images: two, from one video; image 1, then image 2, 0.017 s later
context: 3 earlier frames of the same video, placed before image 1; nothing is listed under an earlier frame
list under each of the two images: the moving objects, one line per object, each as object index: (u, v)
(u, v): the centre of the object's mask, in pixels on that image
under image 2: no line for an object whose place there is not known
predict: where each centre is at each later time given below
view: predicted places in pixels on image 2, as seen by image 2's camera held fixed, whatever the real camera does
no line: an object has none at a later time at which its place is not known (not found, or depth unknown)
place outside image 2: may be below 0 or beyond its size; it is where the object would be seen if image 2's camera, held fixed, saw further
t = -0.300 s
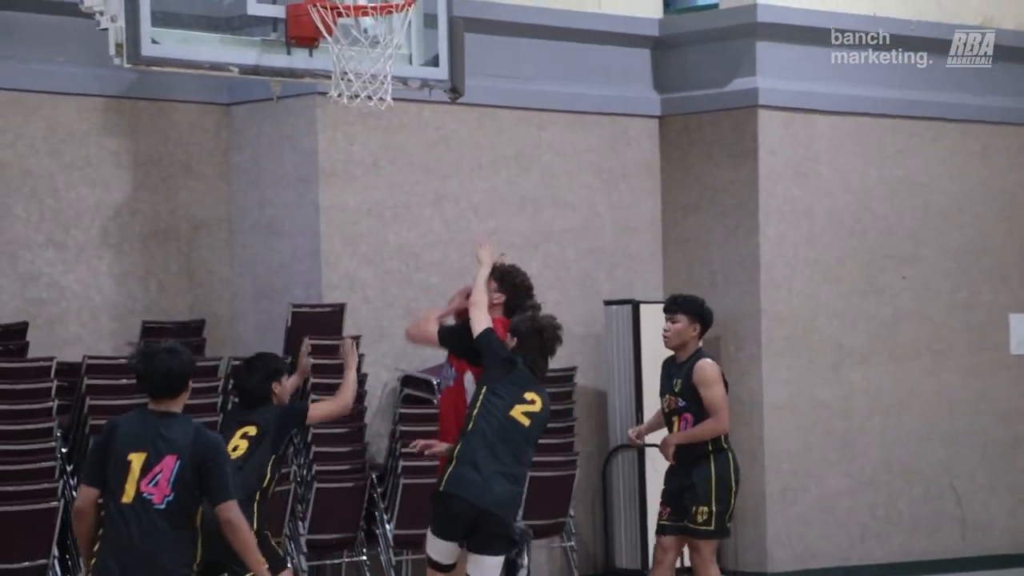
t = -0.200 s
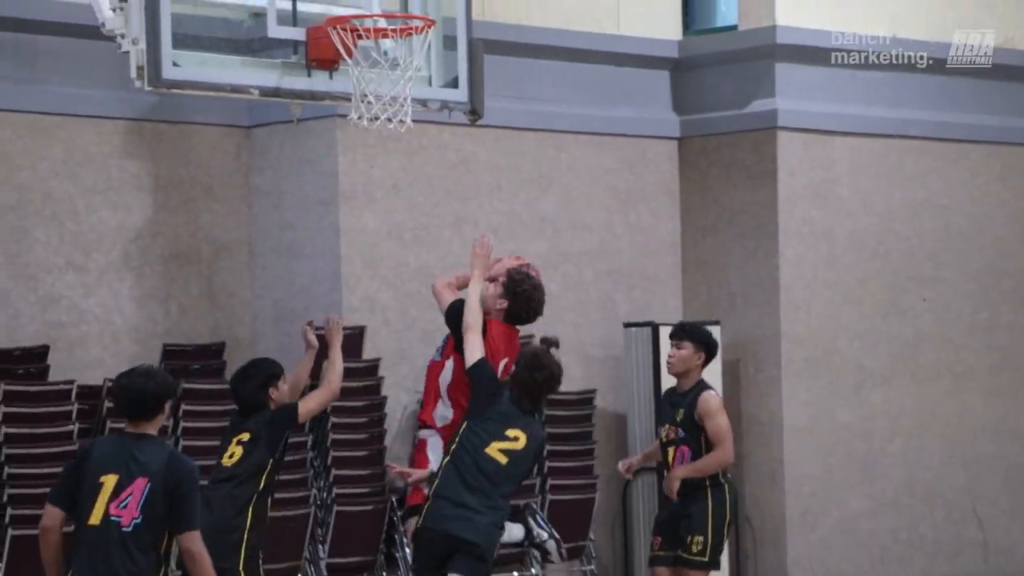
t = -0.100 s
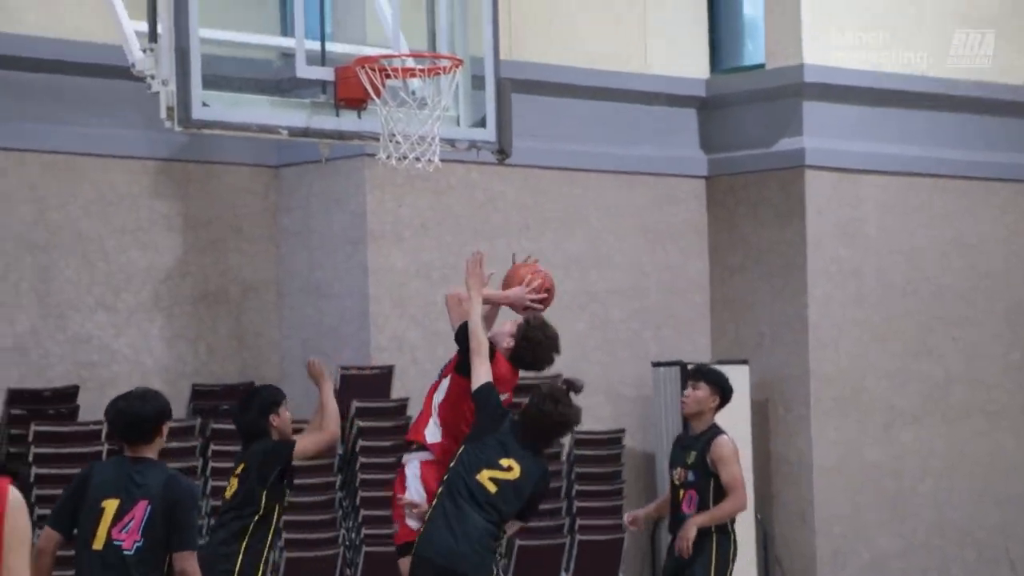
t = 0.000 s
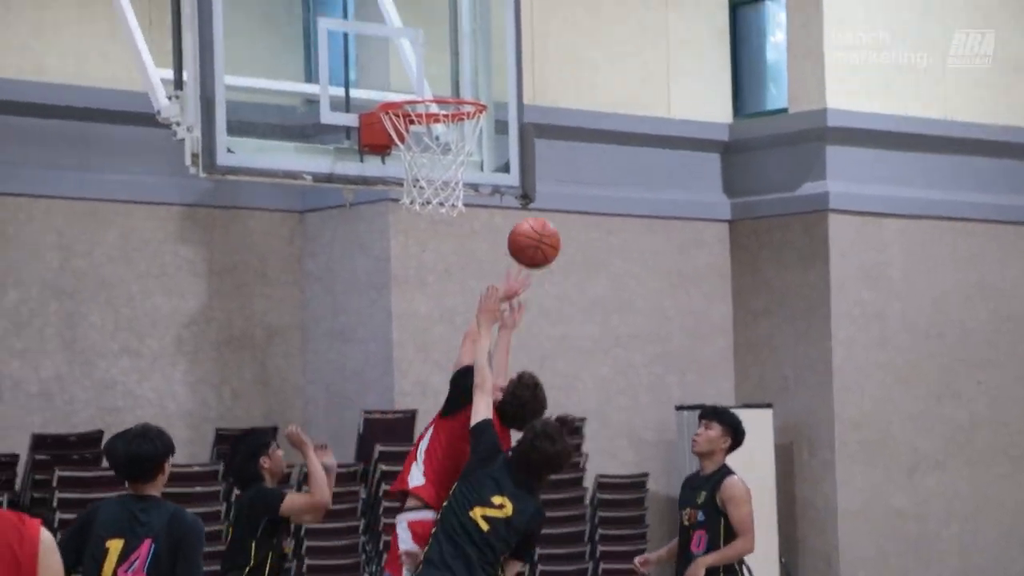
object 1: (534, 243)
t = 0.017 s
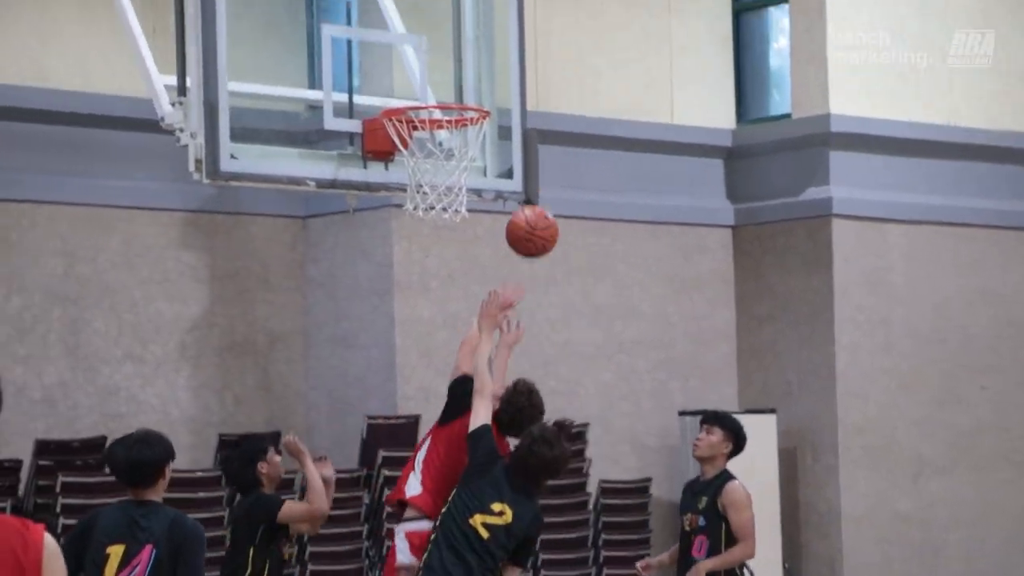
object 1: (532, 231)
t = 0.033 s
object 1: (526, 215)
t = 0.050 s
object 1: (522, 200)
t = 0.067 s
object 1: (516, 185)
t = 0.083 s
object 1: (511, 170)
